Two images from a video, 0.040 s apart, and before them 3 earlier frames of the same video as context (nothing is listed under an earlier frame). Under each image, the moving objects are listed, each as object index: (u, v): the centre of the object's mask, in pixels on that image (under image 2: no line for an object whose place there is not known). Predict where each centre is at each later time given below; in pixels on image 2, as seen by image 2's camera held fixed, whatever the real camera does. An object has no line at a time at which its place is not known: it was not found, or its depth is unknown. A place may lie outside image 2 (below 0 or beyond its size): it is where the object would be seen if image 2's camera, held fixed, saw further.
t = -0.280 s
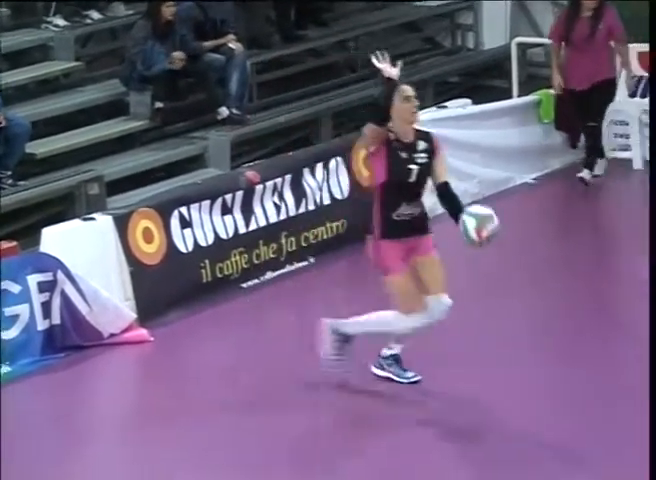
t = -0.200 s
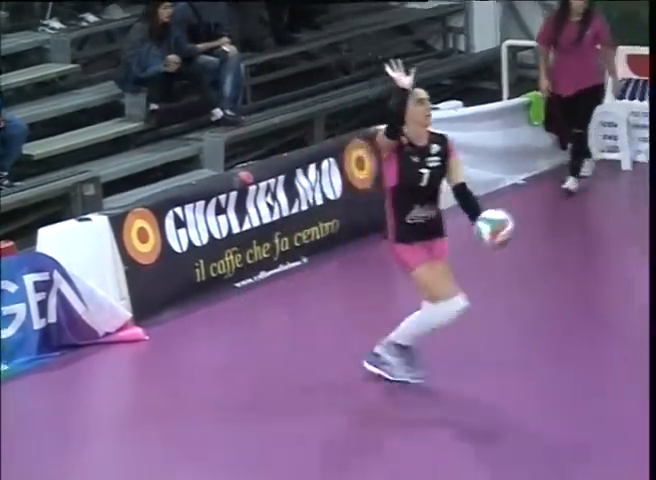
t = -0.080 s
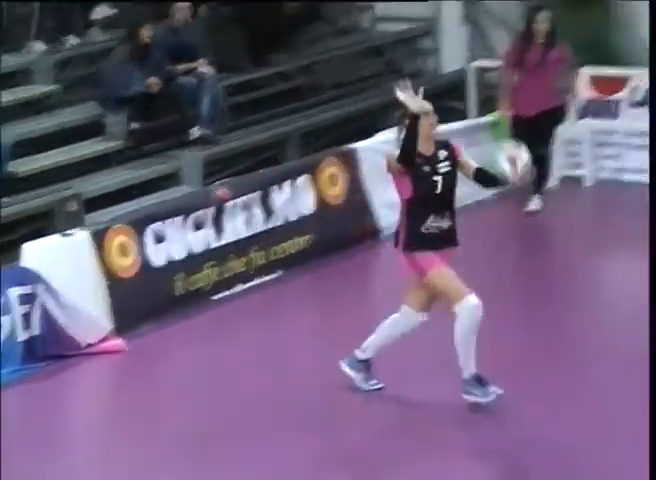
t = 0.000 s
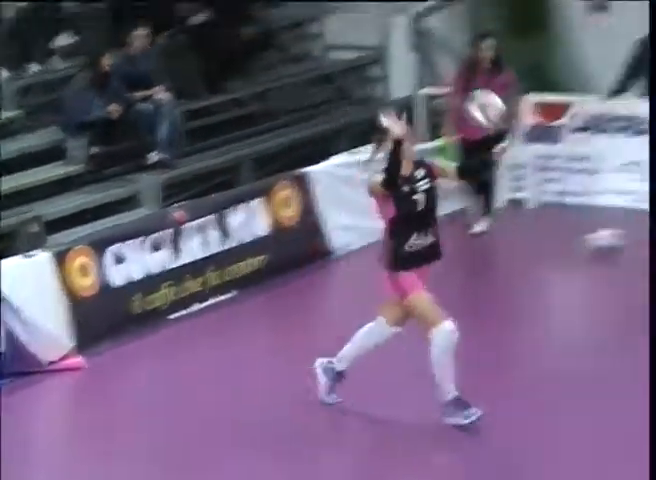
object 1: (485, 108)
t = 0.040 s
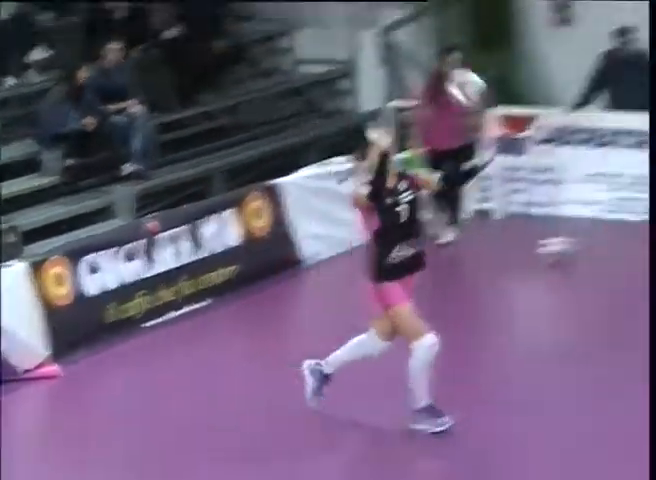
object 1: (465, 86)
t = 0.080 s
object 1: (480, 54)
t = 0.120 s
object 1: (493, 24)
